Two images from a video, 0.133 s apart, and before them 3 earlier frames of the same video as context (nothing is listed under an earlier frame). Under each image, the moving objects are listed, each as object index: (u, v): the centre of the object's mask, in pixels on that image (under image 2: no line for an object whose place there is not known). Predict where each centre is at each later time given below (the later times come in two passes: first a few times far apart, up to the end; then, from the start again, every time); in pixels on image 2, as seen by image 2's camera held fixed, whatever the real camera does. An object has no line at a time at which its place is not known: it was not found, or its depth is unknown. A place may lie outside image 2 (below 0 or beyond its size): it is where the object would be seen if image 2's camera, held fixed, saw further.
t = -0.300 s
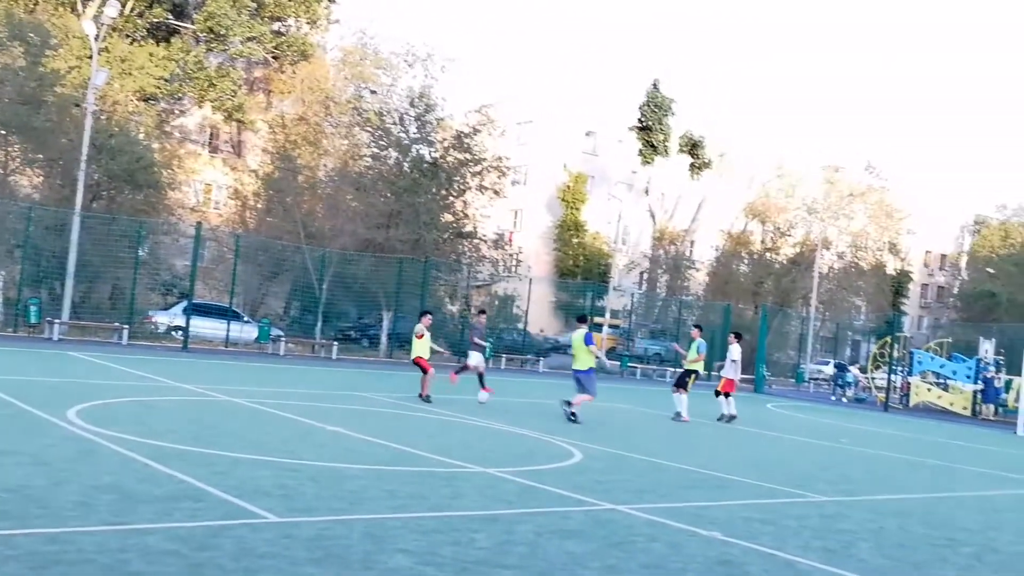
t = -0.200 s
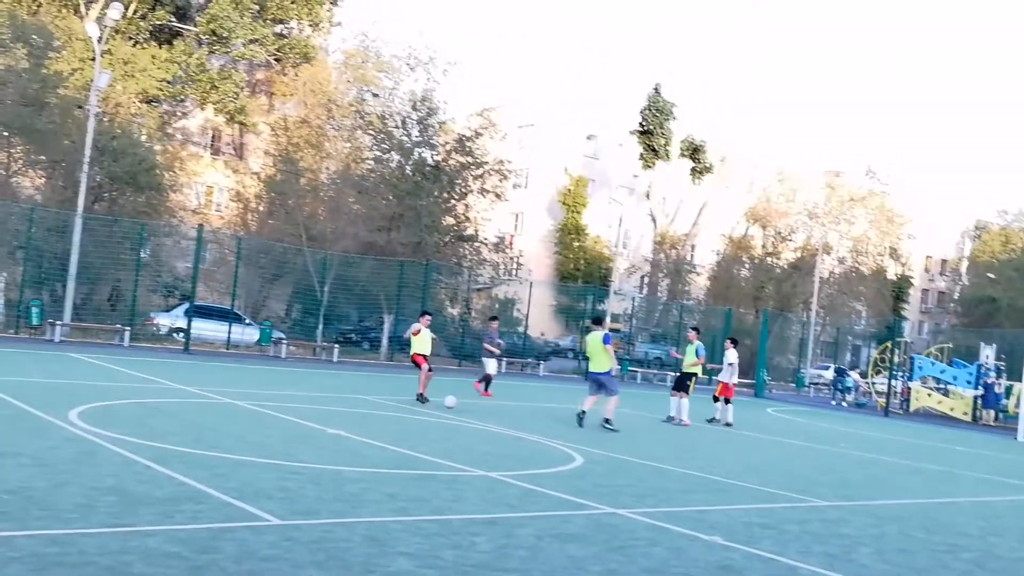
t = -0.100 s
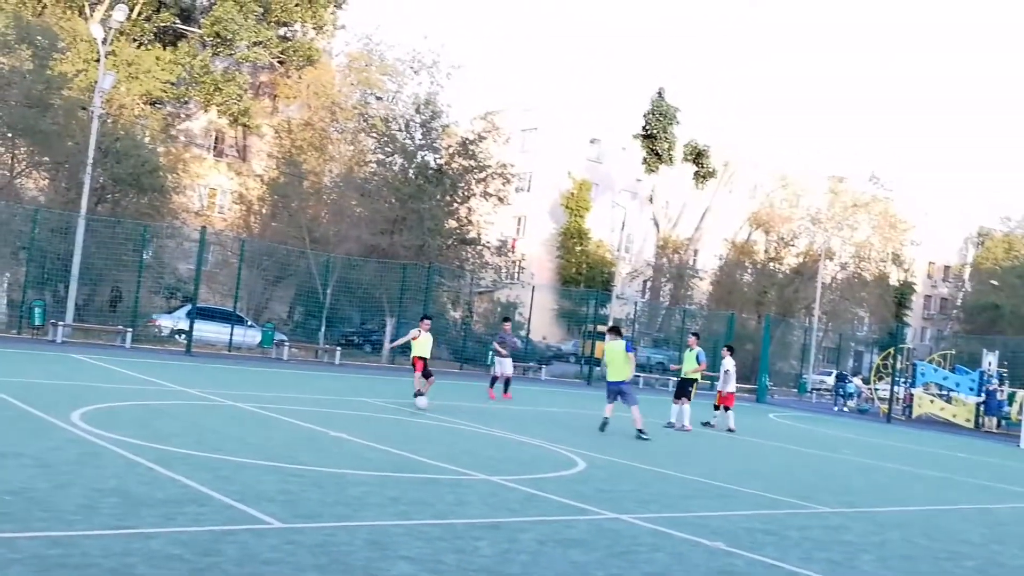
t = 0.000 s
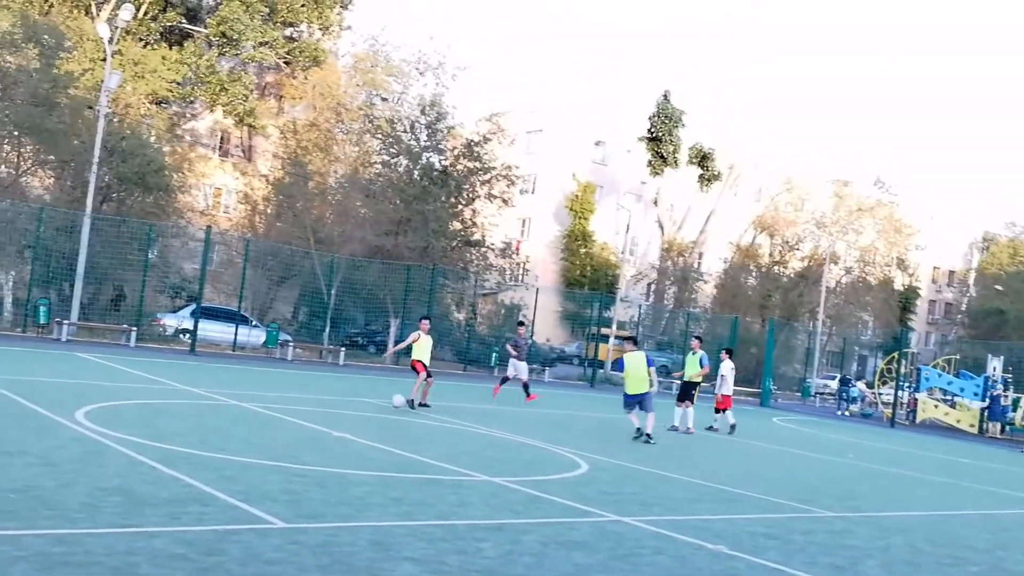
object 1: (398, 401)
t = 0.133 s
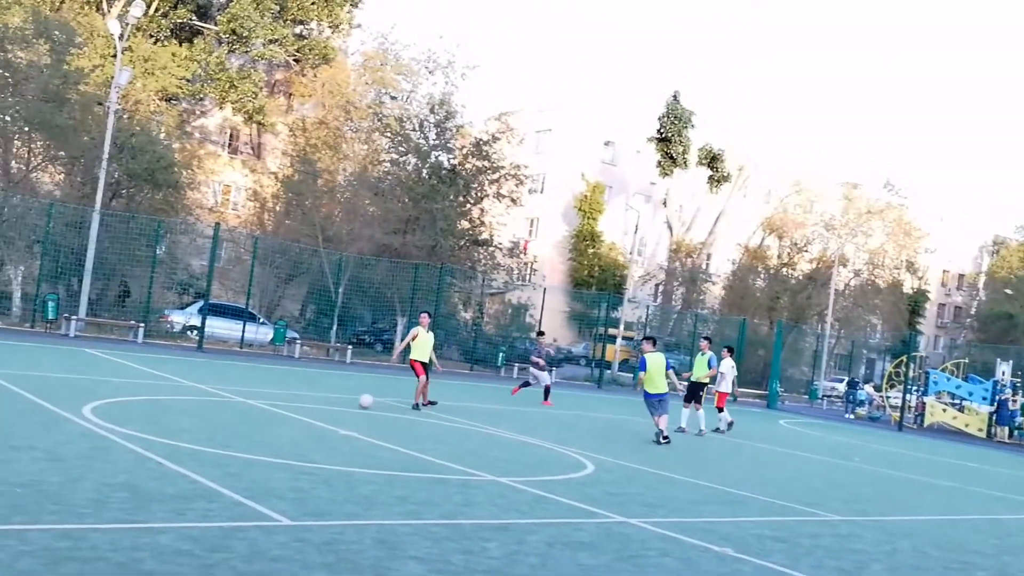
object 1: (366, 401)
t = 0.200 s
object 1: (347, 399)
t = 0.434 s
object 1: (276, 395)
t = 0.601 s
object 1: (226, 392)
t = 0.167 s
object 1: (356, 400)
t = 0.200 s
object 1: (347, 399)
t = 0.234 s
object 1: (337, 399)
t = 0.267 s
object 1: (327, 400)
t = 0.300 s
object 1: (316, 398)
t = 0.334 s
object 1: (306, 397)
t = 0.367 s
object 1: (297, 396)
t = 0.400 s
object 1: (285, 396)
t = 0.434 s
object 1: (276, 395)
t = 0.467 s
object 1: (267, 394)
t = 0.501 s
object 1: (256, 392)
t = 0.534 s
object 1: (247, 393)
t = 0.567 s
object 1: (236, 392)
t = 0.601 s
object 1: (226, 392)
